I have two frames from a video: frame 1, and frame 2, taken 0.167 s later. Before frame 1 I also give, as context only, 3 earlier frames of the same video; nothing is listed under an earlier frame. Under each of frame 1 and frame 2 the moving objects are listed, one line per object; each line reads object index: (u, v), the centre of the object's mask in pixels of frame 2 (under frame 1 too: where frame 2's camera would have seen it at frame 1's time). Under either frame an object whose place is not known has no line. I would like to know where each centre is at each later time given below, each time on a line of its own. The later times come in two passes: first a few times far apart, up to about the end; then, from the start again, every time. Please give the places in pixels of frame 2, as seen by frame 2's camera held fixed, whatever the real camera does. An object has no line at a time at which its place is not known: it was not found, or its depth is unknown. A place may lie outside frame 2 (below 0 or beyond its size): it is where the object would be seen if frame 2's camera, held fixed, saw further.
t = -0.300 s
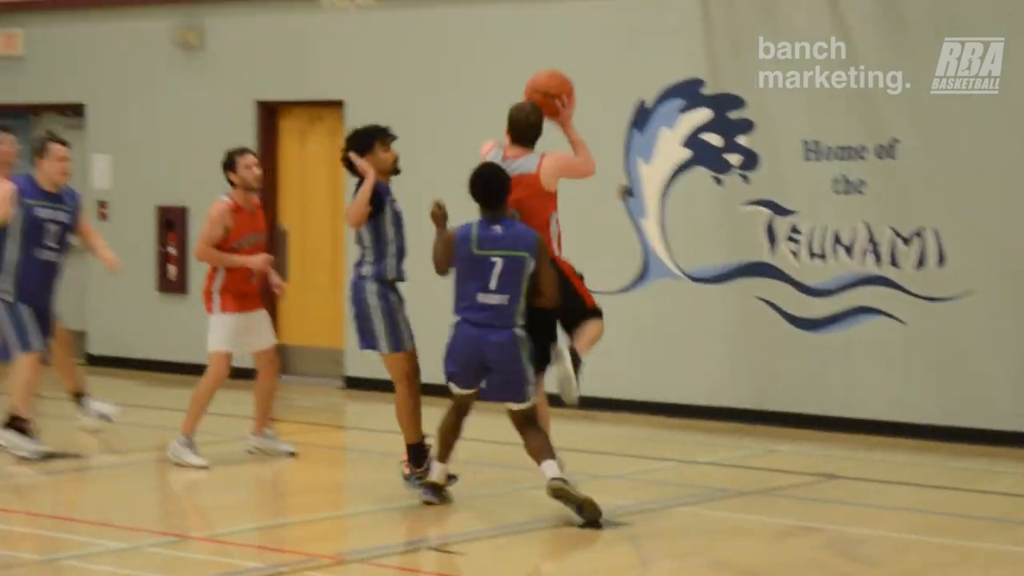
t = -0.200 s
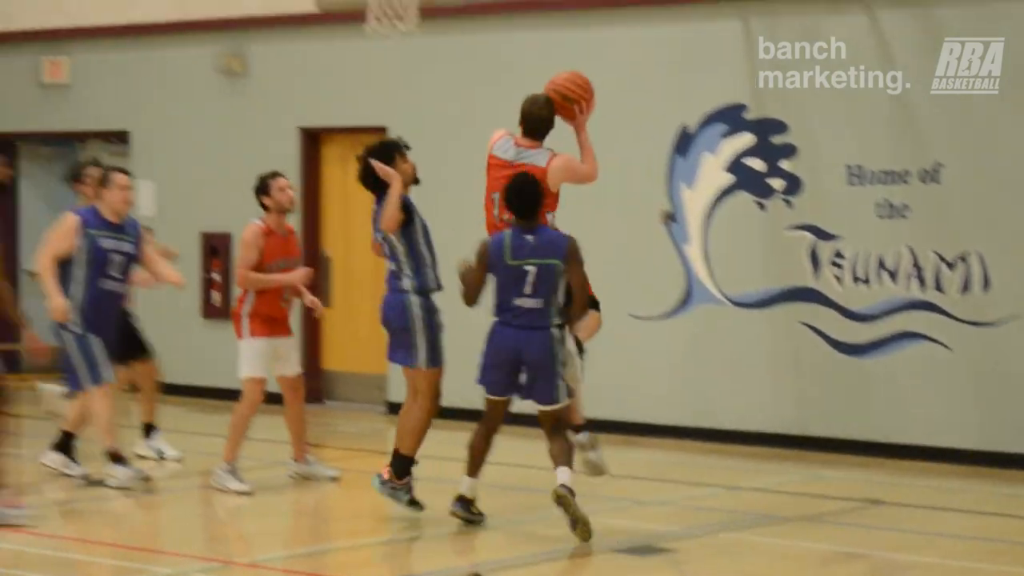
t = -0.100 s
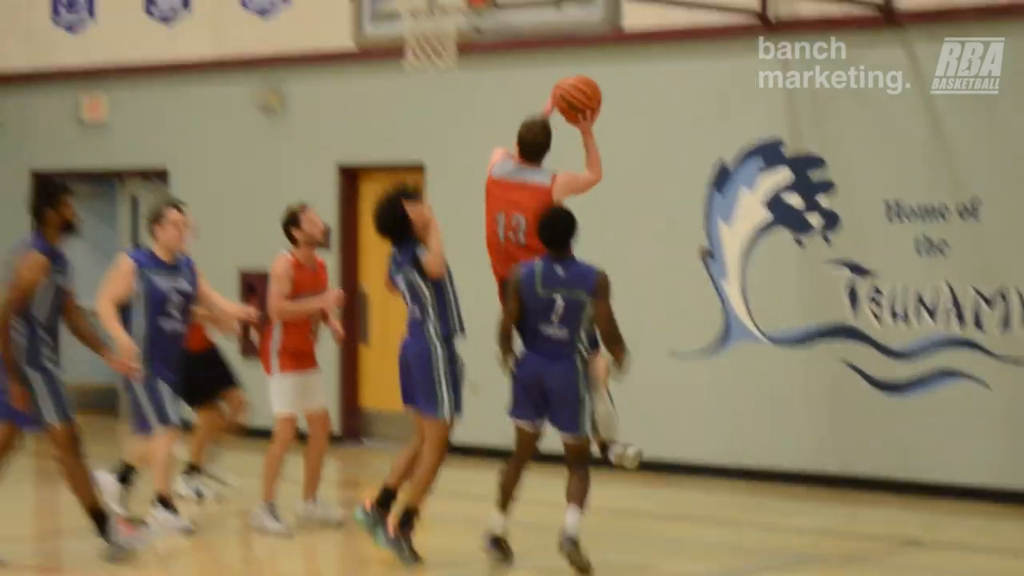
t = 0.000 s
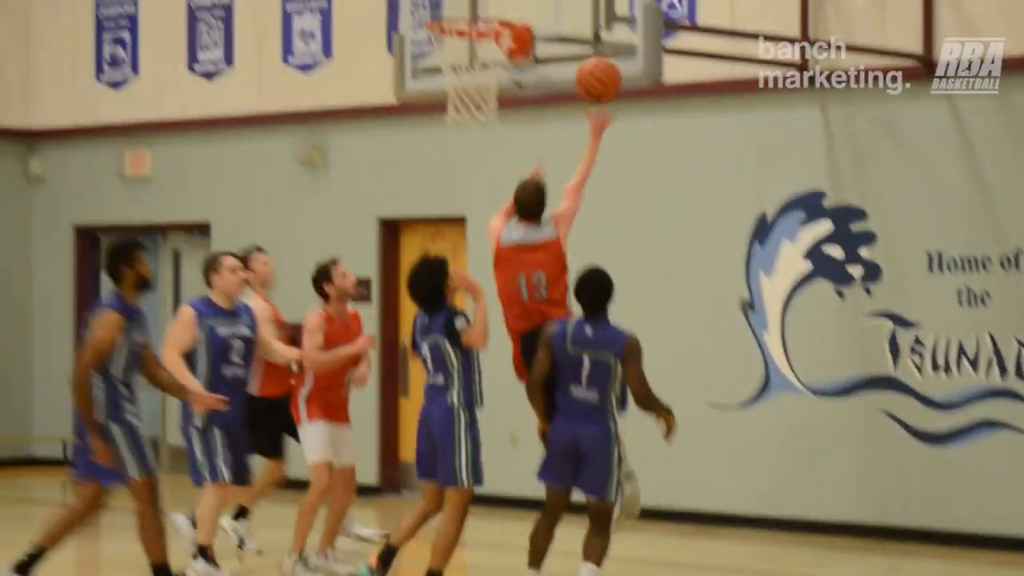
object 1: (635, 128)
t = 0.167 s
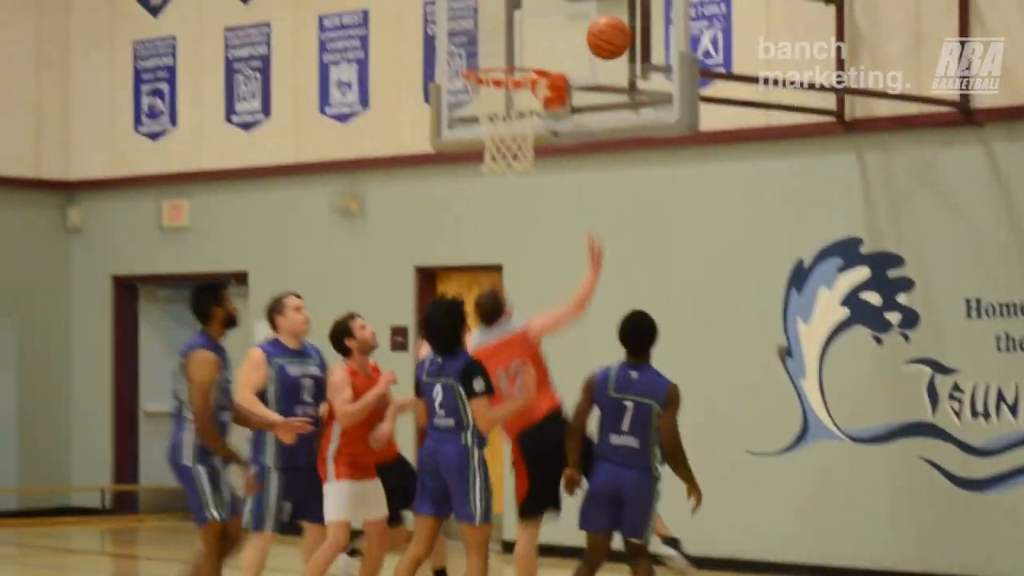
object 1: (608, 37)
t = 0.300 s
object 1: (556, 23)
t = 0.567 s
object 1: (491, 52)
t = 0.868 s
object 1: (522, 112)
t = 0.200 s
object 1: (595, 31)
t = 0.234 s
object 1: (583, 26)
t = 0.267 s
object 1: (569, 24)
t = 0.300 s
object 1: (556, 23)
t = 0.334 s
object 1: (542, 25)
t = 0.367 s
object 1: (529, 29)
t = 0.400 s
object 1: (516, 35)
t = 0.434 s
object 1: (503, 43)
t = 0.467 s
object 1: (492, 52)
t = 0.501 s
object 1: (491, 51)
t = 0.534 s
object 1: (491, 51)
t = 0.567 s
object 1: (491, 52)
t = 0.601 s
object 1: (490, 54)
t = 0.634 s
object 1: (490, 58)
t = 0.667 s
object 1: (490, 61)
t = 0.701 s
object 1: (495, 62)
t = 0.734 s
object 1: (503, 78)
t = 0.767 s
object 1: (505, 86)
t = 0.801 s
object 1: (511, 93)
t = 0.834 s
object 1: (516, 101)
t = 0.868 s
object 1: (522, 112)
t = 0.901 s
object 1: (525, 124)
